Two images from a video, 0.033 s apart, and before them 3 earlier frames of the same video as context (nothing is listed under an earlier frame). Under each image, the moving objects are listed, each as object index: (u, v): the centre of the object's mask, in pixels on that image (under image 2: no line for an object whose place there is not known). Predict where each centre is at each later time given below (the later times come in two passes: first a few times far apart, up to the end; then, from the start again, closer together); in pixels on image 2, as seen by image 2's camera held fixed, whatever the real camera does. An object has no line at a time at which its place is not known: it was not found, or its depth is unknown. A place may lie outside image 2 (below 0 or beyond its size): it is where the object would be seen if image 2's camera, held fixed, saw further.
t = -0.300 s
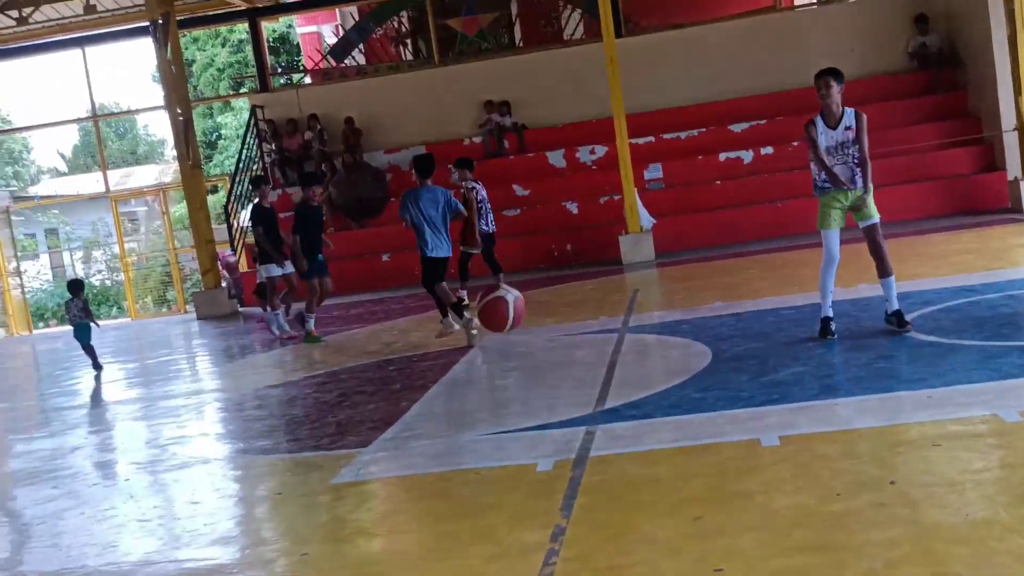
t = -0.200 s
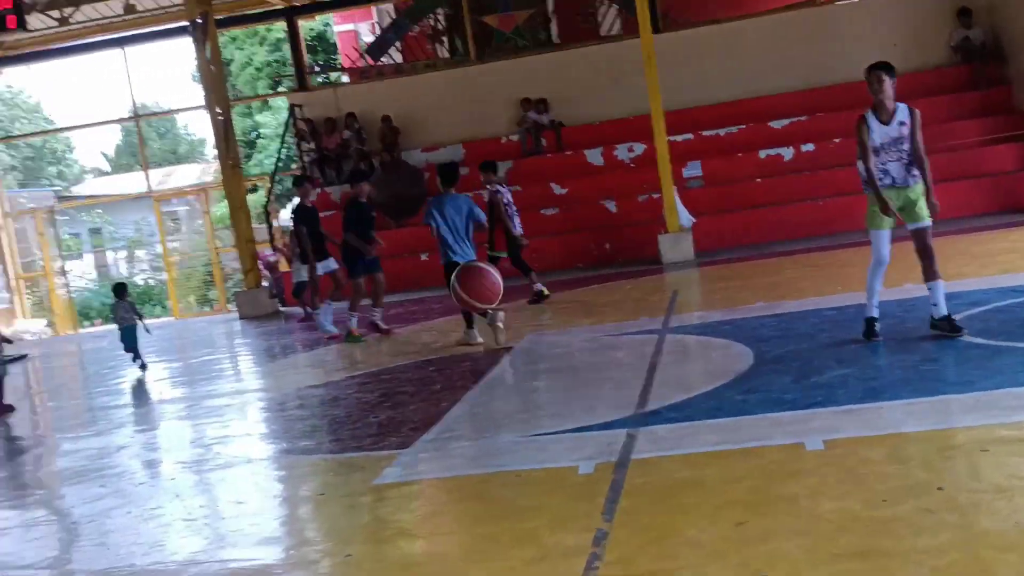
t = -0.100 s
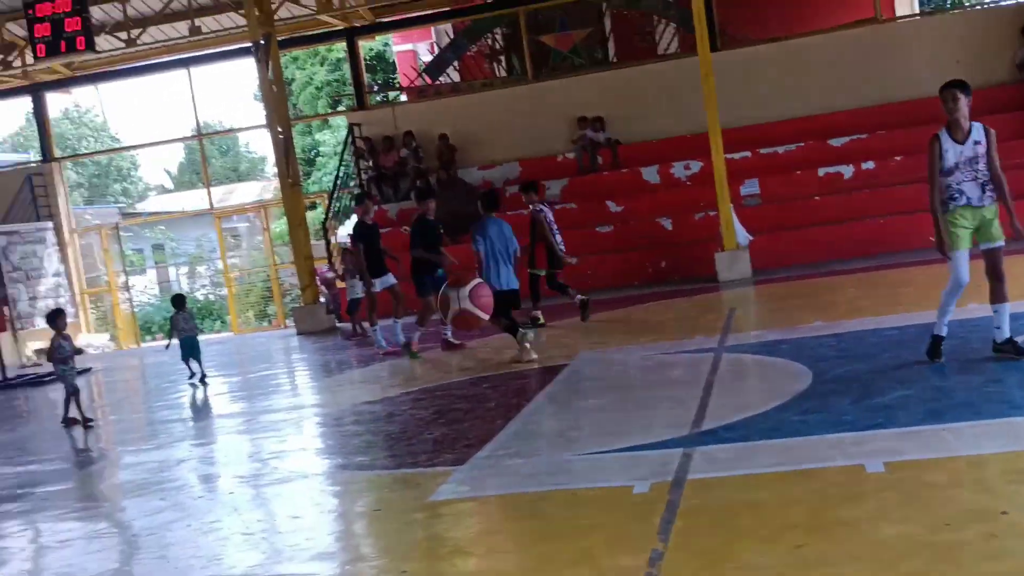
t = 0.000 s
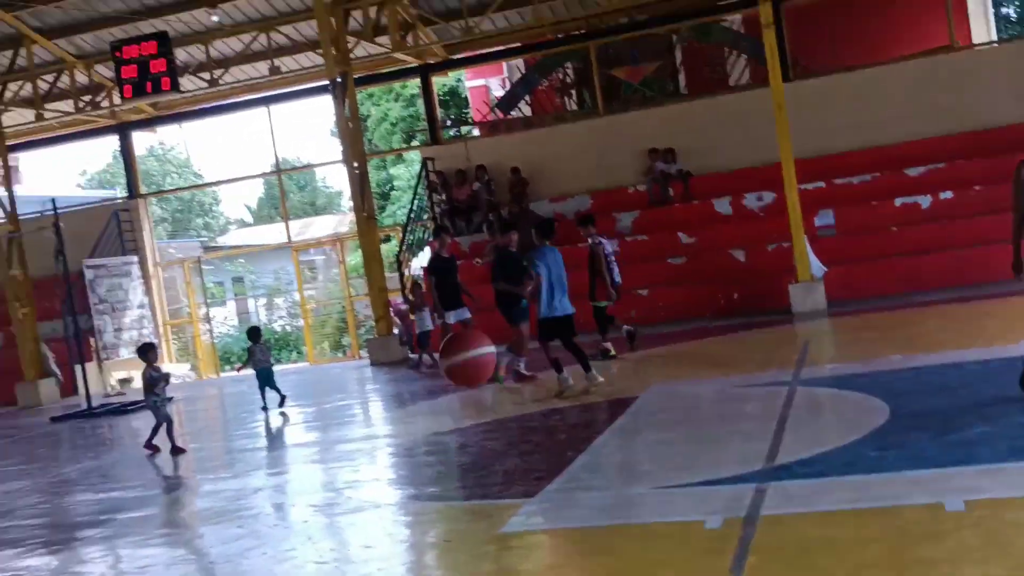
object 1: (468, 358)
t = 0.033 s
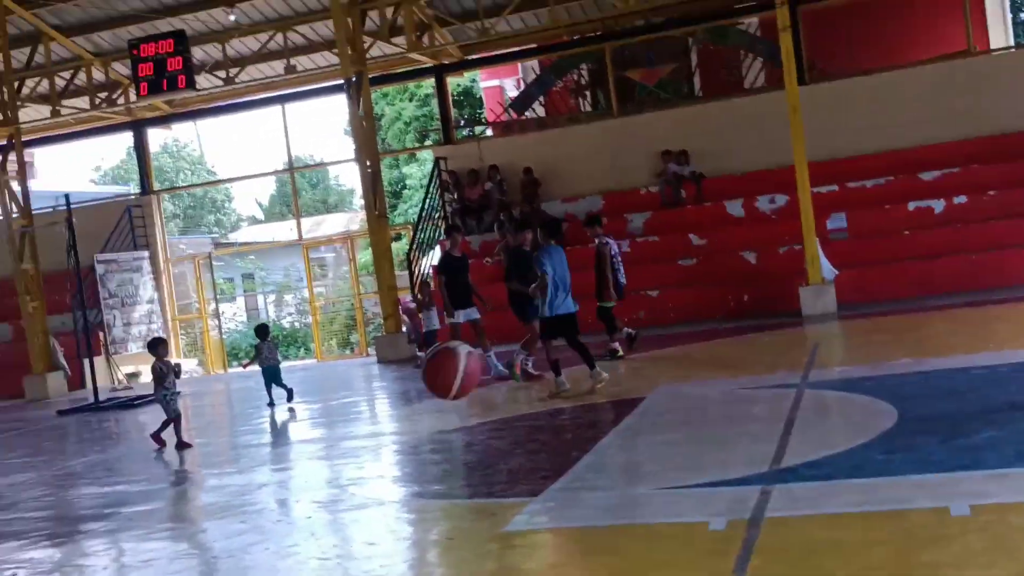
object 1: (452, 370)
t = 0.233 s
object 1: (294, 529)
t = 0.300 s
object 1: (236, 609)
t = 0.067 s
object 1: (427, 387)
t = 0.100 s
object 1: (401, 406)
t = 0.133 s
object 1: (375, 429)
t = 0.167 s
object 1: (347, 457)
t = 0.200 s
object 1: (319, 490)
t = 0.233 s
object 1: (294, 529)
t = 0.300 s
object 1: (236, 609)
